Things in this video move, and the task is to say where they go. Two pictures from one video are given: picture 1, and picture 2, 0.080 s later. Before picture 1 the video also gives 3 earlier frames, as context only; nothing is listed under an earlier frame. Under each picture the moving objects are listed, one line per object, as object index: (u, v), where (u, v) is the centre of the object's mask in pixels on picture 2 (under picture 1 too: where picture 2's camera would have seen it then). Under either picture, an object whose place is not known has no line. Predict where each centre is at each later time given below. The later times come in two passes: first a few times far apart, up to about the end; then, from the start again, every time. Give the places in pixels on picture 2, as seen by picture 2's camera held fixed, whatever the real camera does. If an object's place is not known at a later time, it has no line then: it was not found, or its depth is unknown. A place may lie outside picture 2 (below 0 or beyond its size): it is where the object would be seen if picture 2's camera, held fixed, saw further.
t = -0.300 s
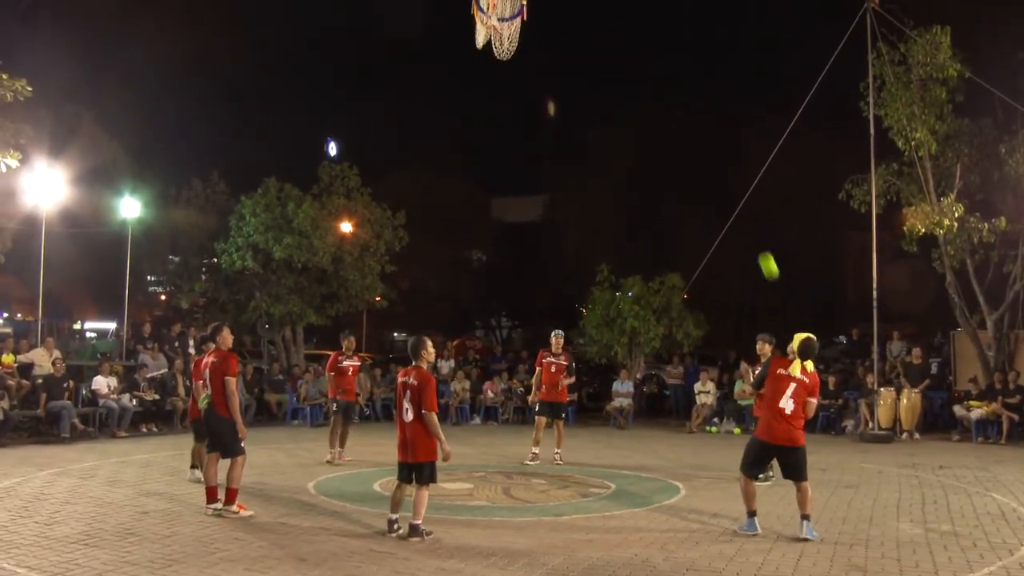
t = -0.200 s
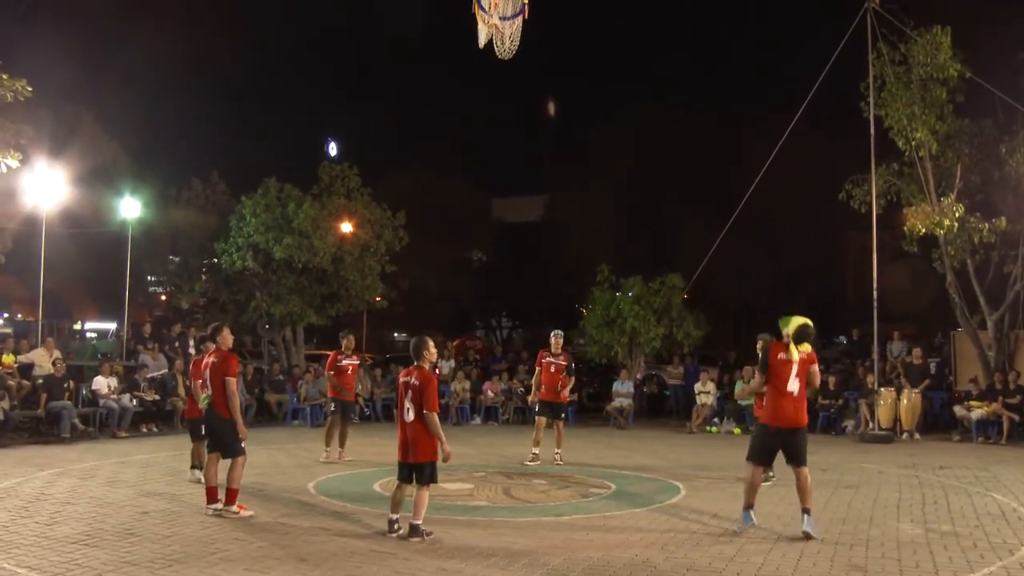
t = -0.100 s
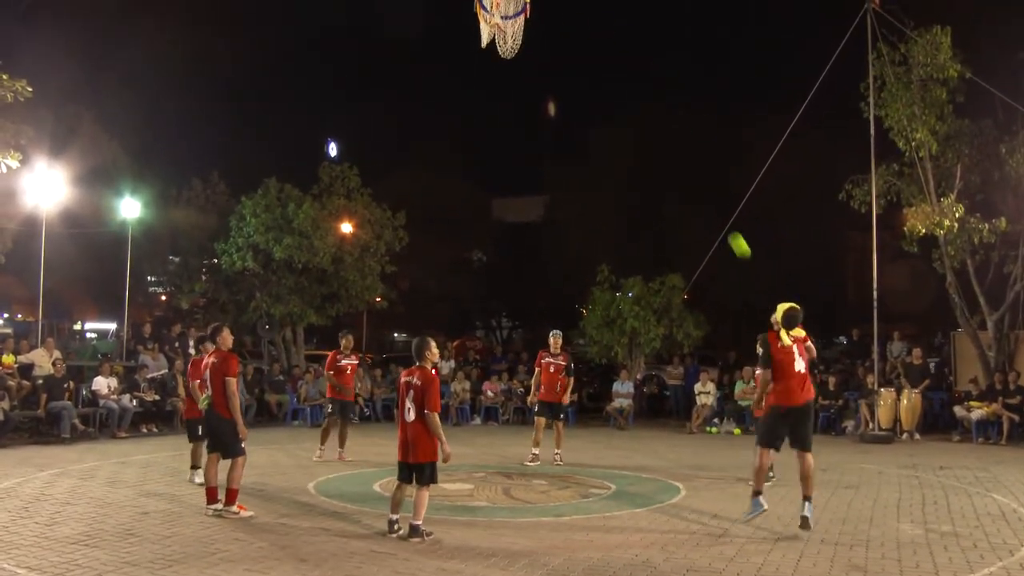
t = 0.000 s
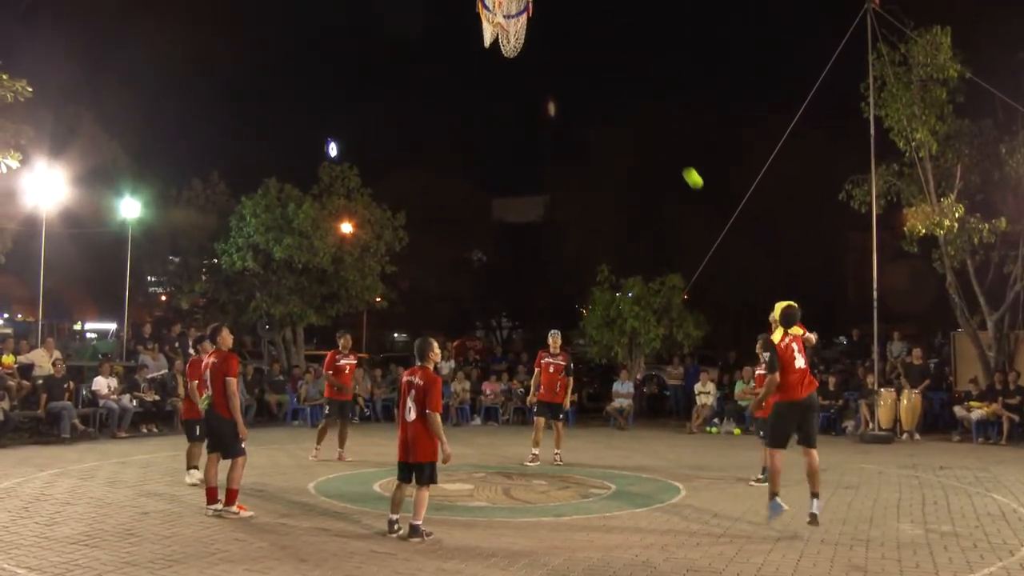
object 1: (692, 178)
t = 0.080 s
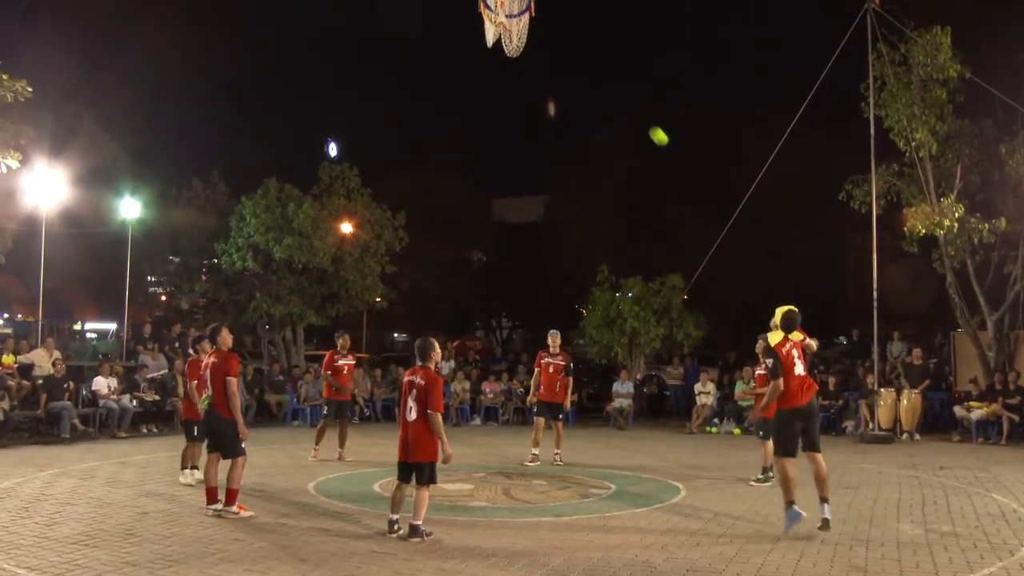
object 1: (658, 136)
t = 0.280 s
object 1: (584, 70)
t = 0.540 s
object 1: (507, 50)
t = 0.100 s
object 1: (650, 127)
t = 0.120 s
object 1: (642, 119)
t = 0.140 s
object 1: (634, 111)
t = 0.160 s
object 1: (626, 103)
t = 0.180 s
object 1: (619, 97)
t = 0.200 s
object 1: (612, 90)
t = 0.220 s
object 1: (604, 85)
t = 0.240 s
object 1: (597, 79)
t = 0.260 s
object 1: (590, 75)
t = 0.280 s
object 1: (584, 70)
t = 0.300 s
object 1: (577, 66)
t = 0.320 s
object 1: (570, 63)
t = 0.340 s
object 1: (564, 60)
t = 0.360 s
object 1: (558, 57)
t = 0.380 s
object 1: (552, 55)
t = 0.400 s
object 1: (546, 53)
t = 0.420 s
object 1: (541, 52)
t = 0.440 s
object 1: (535, 51)
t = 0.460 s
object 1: (528, 50)
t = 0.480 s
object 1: (523, 49)
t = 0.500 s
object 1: (518, 49)
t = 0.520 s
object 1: (513, 49)
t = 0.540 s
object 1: (507, 50)
